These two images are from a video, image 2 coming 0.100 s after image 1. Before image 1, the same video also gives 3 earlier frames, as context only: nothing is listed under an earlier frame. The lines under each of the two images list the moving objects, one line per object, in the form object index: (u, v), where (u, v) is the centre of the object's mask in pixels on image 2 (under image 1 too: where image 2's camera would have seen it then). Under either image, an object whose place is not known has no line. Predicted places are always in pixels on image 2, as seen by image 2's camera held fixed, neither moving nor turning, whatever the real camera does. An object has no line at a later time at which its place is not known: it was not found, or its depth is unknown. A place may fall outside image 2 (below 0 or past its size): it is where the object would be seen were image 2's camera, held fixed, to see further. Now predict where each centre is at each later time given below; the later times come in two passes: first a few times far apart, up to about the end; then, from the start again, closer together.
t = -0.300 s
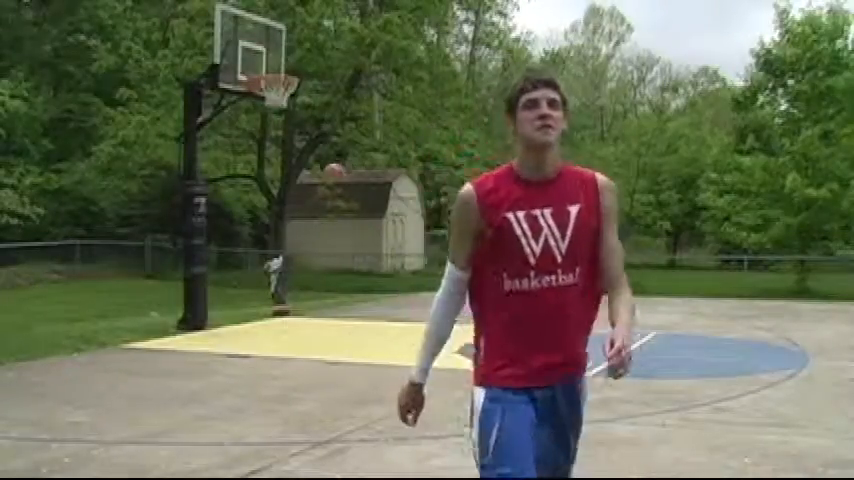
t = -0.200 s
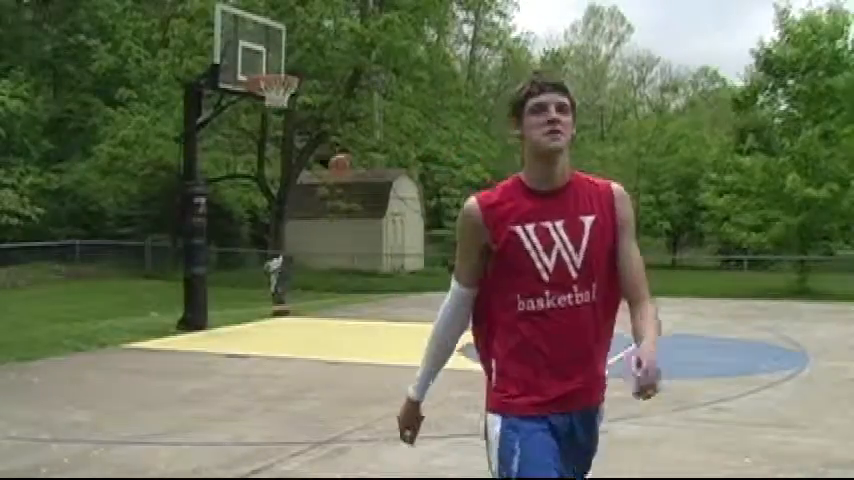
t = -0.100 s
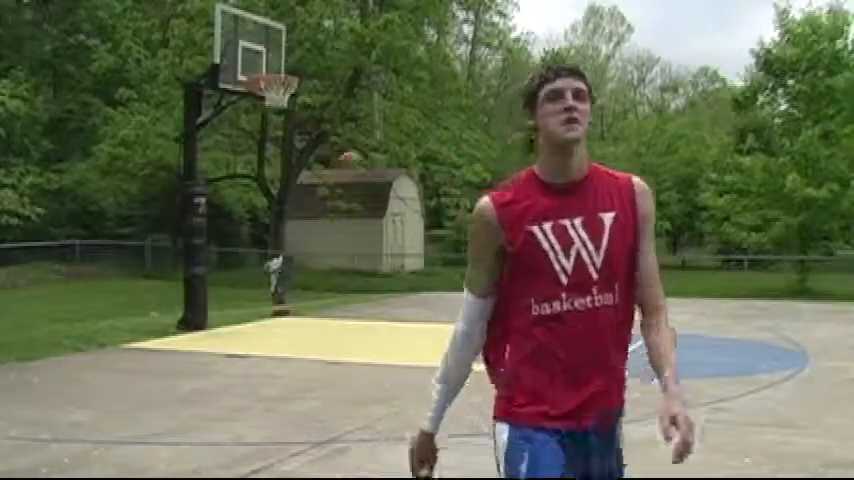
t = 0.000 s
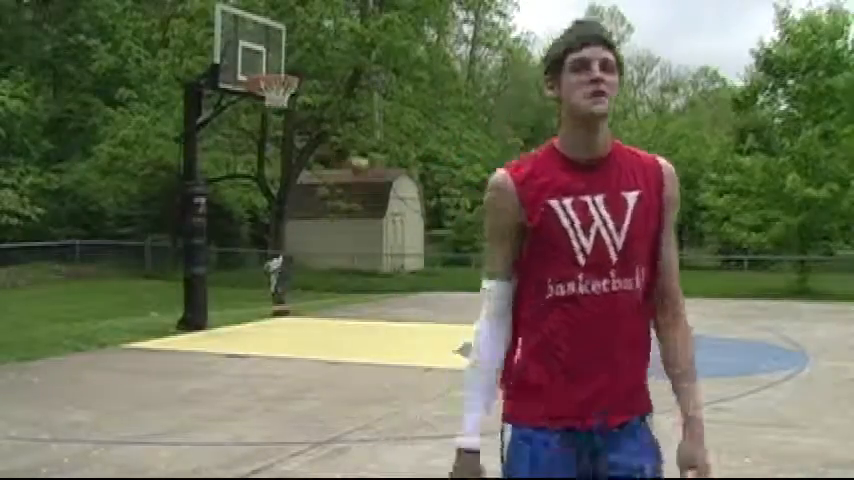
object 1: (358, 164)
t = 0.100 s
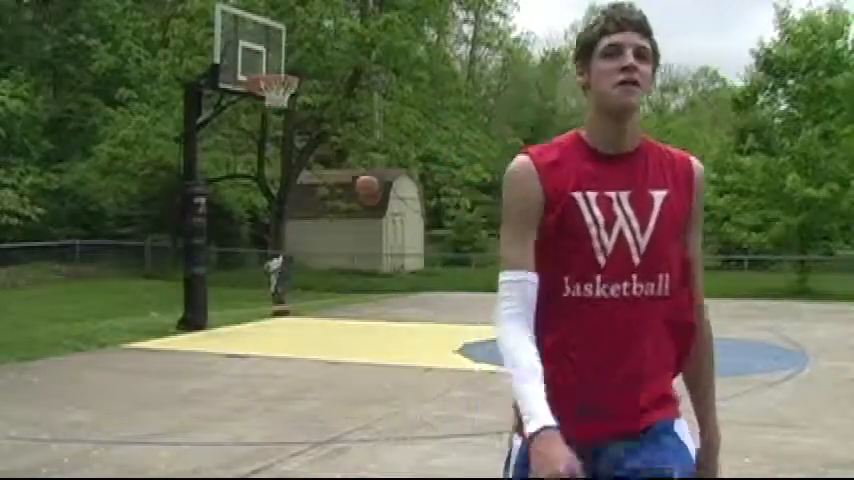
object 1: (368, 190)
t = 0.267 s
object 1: (381, 233)
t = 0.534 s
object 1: (404, 328)
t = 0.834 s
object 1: (430, 237)
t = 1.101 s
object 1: (451, 231)
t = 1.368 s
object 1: (473, 301)
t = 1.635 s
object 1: (494, 313)
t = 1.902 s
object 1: (517, 272)
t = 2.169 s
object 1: (538, 317)
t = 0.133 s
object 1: (369, 193)
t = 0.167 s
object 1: (373, 199)
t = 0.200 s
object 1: (375, 210)
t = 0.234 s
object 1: (376, 220)
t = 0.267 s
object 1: (381, 233)
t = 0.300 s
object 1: (384, 248)
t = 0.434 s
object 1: (395, 312)
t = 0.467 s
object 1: (399, 330)
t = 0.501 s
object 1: (402, 340)
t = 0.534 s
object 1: (404, 328)
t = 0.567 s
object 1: (407, 313)
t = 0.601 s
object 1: (409, 298)
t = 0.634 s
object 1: (412, 286)
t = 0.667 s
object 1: (415, 276)
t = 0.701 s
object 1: (417, 269)
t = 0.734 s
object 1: (421, 260)
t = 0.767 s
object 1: (426, 248)
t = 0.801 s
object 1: (428, 243)
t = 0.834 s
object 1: (430, 237)
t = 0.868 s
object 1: (432, 233)
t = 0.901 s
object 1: (435, 232)
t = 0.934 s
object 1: (436, 228)
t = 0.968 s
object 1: (437, 227)
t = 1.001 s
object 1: (440, 226)
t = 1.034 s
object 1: (444, 227)
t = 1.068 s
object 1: (448, 230)
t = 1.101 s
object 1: (451, 231)
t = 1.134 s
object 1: (455, 236)
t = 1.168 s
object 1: (457, 244)
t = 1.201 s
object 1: (459, 249)
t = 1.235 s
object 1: (462, 256)
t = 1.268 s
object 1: (465, 263)
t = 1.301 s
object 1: (468, 273)
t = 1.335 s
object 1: (470, 288)
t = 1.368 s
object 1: (473, 301)
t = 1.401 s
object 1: (475, 316)
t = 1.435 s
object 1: (478, 331)
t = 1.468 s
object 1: (482, 347)
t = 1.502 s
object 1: (484, 358)
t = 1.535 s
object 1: (486, 342)
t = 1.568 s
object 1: (489, 332)
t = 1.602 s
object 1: (491, 321)
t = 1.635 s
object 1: (494, 313)
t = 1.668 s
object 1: (498, 301)
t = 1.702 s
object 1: (500, 294)
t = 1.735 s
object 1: (502, 287)
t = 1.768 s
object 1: (503, 282)
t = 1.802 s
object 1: (508, 277)
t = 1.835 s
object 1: (510, 275)
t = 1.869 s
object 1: (514, 272)
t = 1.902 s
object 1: (517, 272)
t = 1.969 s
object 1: (522, 274)
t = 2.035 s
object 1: (527, 283)
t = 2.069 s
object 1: (530, 290)
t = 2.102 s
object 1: (533, 297)
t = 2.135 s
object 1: (536, 306)
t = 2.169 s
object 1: (538, 317)
